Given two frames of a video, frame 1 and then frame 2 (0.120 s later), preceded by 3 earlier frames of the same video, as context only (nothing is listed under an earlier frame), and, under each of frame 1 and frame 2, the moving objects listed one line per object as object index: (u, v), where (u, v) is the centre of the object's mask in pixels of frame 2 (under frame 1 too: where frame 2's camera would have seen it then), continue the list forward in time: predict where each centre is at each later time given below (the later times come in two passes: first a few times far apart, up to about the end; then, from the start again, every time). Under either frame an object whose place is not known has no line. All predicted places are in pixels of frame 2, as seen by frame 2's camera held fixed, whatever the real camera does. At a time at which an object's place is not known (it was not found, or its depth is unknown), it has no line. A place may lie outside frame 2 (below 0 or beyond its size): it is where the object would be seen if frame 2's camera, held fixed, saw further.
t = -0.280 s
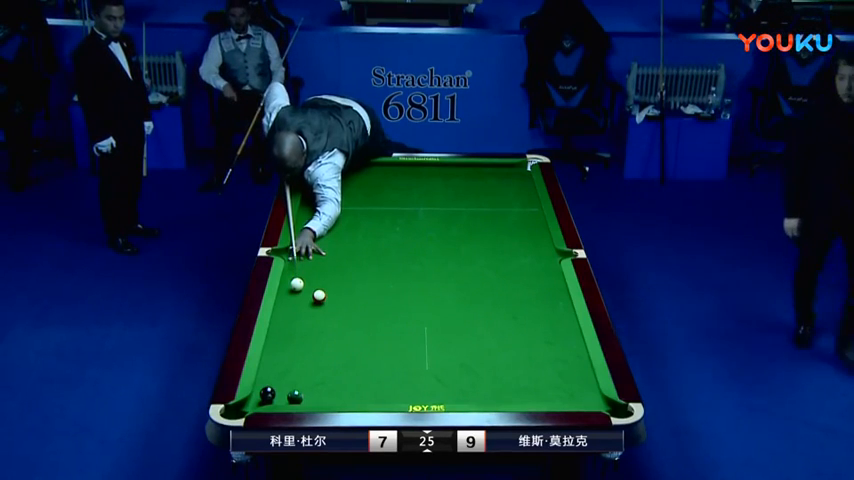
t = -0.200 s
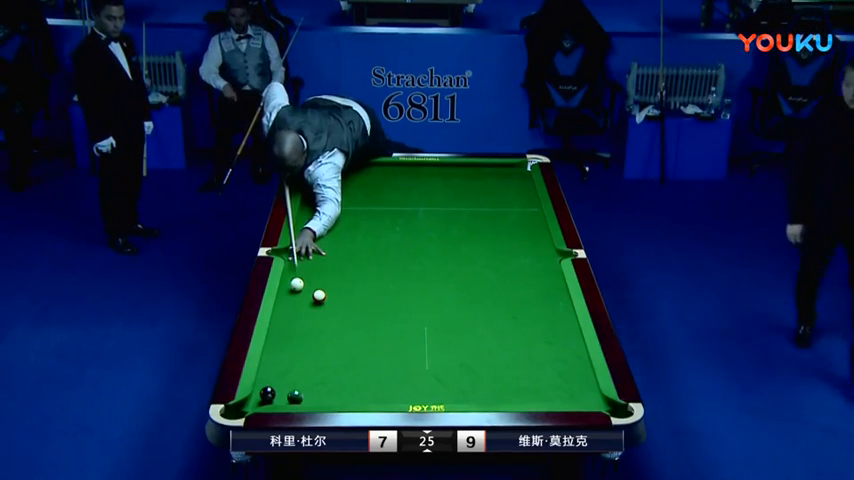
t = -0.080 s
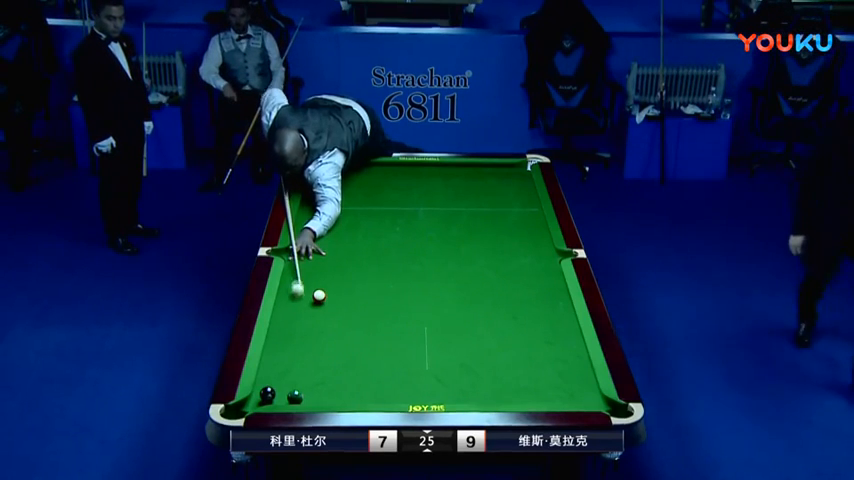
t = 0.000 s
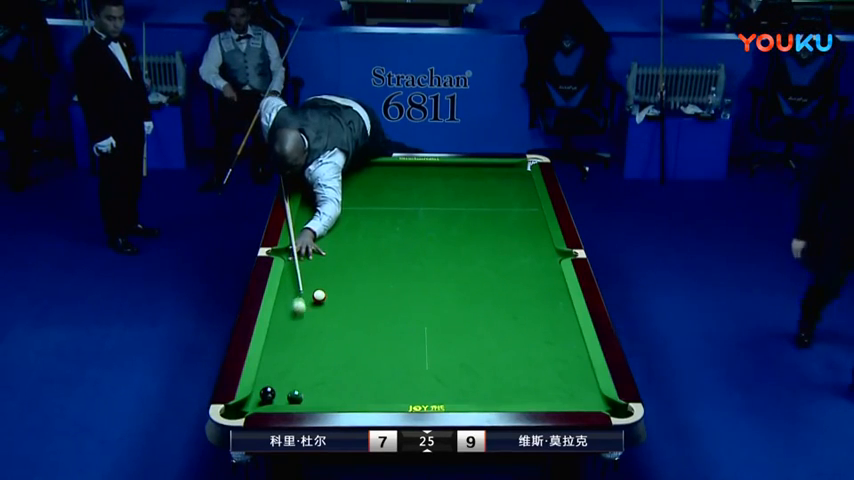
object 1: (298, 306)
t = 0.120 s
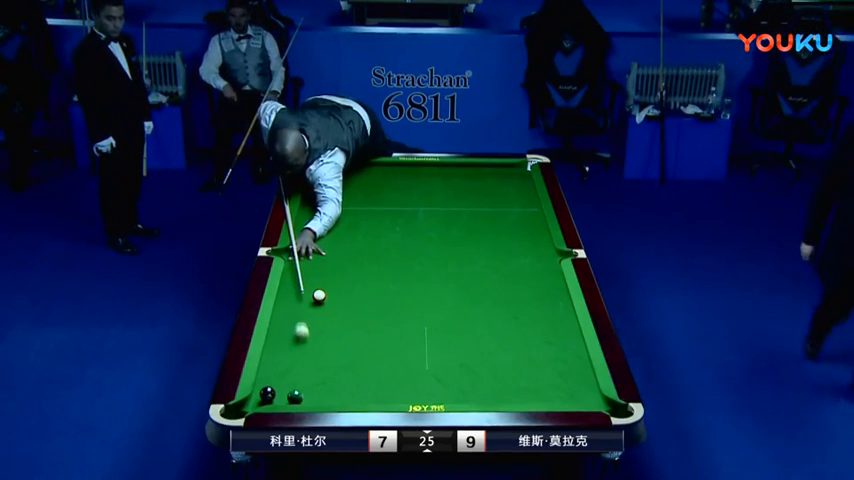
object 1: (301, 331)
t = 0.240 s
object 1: (305, 355)
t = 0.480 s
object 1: (324, 397)
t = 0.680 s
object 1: (368, 372)
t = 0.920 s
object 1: (413, 348)
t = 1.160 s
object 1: (454, 326)
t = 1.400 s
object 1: (492, 307)
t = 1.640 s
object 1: (526, 289)
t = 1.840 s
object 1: (552, 276)
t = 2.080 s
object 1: (534, 261)
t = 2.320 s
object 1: (510, 248)
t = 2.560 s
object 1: (488, 236)
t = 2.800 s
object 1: (468, 225)
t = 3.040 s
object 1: (450, 215)
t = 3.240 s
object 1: (435, 207)
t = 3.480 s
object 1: (419, 198)
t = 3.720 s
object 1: (404, 190)
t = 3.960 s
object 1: (390, 182)
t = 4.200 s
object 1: (377, 175)
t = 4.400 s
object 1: (367, 169)
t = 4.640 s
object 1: (356, 163)
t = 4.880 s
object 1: (346, 167)
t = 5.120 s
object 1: (336, 170)
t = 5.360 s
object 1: (326, 173)
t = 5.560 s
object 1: (319, 176)
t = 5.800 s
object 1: (311, 179)
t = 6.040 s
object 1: (314, 181)
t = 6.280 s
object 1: (317, 183)
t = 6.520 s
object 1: (321, 184)
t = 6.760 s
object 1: (323, 186)
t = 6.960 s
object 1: (325, 187)
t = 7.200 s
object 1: (328, 188)
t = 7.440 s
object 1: (329, 189)
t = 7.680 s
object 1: (330, 190)
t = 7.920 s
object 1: (331, 191)
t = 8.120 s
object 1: (331, 191)
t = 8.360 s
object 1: (331, 191)
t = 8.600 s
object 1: (331, 191)
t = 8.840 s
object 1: (331, 191)
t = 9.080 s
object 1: (331, 191)
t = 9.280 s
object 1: (331, 191)
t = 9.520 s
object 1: (331, 191)
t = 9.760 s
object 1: (331, 191)
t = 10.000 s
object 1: (331, 191)
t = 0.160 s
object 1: (303, 339)
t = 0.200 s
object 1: (304, 347)
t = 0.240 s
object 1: (305, 355)
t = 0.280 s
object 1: (306, 364)
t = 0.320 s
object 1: (307, 373)
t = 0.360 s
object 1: (308, 382)
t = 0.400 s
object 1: (310, 390)
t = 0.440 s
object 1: (315, 397)
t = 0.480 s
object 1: (324, 397)
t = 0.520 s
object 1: (334, 392)
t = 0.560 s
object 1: (343, 387)
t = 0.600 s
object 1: (351, 382)
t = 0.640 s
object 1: (359, 377)
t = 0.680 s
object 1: (368, 372)
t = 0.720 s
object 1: (376, 368)
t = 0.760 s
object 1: (383, 364)
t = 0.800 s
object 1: (391, 360)
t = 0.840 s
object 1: (399, 356)
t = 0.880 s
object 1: (406, 352)
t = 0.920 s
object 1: (413, 348)
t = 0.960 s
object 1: (420, 345)
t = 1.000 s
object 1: (427, 341)
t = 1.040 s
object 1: (434, 337)
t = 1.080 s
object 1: (441, 333)
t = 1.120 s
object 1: (448, 330)
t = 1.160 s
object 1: (454, 326)
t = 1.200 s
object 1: (461, 323)
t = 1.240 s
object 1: (467, 320)
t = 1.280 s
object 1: (474, 316)
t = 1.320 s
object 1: (480, 313)
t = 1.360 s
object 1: (486, 310)
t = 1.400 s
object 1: (492, 307)
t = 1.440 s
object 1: (498, 304)
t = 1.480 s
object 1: (504, 301)
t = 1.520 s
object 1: (509, 298)
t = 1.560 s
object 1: (515, 295)
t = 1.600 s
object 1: (521, 292)
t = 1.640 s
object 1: (526, 289)
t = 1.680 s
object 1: (531, 286)
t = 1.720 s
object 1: (537, 283)
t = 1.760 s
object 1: (542, 281)
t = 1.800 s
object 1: (547, 278)
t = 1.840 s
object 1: (552, 276)
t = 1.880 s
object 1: (555, 273)
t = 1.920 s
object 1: (551, 270)
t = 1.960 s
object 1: (546, 268)
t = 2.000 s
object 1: (542, 266)
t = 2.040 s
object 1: (538, 263)
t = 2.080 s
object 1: (534, 261)
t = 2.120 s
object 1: (530, 259)
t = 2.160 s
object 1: (526, 257)
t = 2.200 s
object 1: (522, 255)
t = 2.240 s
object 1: (518, 252)
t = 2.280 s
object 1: (514, 250)
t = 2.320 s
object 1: (510, 248)
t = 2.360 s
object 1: (506, 246)
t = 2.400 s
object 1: (503, 244)
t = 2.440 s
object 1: (499, 242)
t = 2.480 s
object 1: (495, 240)
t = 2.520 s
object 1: (492, 238)
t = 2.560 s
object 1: (488, 236)
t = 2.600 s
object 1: (485, 234)
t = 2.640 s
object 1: (481, 232)
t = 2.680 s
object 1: (478, 231)
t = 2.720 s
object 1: (475, 229)
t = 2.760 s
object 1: (471, 227)
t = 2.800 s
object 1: (468, 225)
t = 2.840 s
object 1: (465, 224)
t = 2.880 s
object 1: (462, 222)
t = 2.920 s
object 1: (459, 220)
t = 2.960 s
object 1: (456, 218)
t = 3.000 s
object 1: (453, 217)
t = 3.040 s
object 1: (450, 215)
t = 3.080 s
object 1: (447, 213)
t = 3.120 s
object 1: (444, 212)
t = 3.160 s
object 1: (441, 210)
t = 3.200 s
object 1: (438, 209)
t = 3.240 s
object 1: (435, 207)
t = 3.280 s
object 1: (432, 206)
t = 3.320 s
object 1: (429, 204)
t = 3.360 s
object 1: (427, 202)
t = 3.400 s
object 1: (424, 201)
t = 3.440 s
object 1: (422, 199)
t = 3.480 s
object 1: (419, 198)
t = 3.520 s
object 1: (416, 197)
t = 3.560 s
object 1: (414, 195)
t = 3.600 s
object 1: (411, 194)
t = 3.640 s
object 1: (409, 193)
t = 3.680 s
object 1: (406, 191)
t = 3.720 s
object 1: (404, 190)
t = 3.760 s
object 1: (402, 189)
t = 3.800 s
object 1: (399, 187)
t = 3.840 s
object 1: (397, 186)
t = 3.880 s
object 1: (395, 184)
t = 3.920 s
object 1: (393, 183)
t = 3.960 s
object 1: (390, 182)
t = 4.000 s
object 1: (388, 181)
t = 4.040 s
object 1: (386, 179)
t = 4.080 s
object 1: (384, 178)
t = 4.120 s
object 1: (382, 177)
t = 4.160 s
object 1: (379, 176)
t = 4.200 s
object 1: (377, 175)
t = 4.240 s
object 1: (375, 174)
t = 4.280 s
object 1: (373, 173)
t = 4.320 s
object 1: (371, 171)
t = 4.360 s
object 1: (369, 170)
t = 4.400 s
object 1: (367, 169)
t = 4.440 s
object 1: (365, 168)
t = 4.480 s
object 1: (363, 167)
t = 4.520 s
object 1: (361, 166)
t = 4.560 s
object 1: (359, 165)
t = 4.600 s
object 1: (358, 164)
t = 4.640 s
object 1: (356, 163)
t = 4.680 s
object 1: (354, 164)
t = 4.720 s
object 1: (352, 165)
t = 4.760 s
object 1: (351, 165)
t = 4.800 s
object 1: (349, 166)
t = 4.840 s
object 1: (347, 166)
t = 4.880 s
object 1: (346, 167)
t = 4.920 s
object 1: (344, 167)
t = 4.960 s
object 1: (342, 168)
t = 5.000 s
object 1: (341, 168)
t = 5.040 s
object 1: (339, 169)
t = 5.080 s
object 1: (337, 170)
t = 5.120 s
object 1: (336, 170)
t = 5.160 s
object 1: (334, 171)
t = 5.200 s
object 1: (333, 171)
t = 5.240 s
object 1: (331, 172)
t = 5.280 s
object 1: (330, 172)
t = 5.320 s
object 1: (328, 173)
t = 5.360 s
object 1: (326, 173)
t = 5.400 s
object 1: (325, 174)
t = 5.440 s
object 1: (323, 174)
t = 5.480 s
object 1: (322, 175)
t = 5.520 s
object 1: (321, 175)
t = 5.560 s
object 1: (319, 176)
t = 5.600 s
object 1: (318, 176)
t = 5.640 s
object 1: (316, 177)
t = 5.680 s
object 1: (315, 177)
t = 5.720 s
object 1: (313, 178)
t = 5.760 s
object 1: (312, 178)
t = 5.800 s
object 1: (311, 179)
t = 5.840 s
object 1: (311, 179)
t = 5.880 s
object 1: (312, 179)
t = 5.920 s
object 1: (312, 180)
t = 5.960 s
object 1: (313, 180)
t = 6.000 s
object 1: (313, 180)
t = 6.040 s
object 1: (314, 181)
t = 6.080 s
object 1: (314, 181)
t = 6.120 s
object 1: (315, 181)
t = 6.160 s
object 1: (316, 182)
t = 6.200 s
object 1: (316, 182)
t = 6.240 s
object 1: (317, 183)
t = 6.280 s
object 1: (317, 183)
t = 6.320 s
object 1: (318, 183)
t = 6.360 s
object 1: (319, 184)
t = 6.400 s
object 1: (319, 184)
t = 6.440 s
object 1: (320, 184)
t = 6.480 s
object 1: (320, 184)
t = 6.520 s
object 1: (321, 184)
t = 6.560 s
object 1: (321, 185)
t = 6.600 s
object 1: (322, 185)
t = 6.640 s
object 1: (322, 185)
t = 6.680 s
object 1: (322, 185)
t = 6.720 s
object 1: (323, 186)
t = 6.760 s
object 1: (323, 186)
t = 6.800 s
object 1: (324, 186)
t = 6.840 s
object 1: (324, 187)
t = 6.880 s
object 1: (325, 187)
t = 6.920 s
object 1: (325, 187)
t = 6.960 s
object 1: (325, 187)
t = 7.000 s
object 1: (326, 188)
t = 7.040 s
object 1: (326, 188)
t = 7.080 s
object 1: (326, 188)
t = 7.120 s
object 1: (327, 188)
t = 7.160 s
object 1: (327, 188)
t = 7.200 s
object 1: (328, 188)
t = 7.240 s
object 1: (328, 189)
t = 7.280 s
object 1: (328, 189)
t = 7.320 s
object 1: (328, 189)
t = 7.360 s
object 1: (329, 189)
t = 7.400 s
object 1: (329, 189)
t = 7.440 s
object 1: (329, 189)
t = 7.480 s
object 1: (329, 190)
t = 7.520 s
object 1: (329, 190)
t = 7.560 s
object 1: (330, 190)
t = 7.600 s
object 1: (330, 190)
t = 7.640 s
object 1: (330, 190)
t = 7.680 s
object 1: (330, 190)
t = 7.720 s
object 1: (330, 190)
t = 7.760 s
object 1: (330, 190)
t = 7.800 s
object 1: (330, 190)
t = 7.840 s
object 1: (331, 191)
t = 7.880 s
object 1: (331, 191)
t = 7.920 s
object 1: (331, 191)
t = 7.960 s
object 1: (331, 191)
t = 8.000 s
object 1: (331, 191)
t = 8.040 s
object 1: (331, 191)
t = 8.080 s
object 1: (331, 191)
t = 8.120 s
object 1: (331, 191)
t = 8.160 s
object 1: (331, 191)
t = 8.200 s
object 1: (331, 191)
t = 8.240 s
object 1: (331, 191)
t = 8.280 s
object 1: (331, 191)
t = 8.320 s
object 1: (331, 191)
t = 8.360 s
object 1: (331, 191)
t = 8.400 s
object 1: (331, 191)
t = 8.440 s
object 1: (331, 191)
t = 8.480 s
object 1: (331, 191)
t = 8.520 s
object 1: (331, 191)
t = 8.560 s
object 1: (331, 191)
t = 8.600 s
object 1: (331, 191)
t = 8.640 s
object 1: (331, 191)
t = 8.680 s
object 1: (331, 191)
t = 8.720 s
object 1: (331, 191)
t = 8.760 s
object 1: (331, 191)
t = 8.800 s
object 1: (331, 191)
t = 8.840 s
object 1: (331, 191)
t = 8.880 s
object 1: (331, 191)
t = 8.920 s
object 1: (331, 191)
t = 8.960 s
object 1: (331, 191)
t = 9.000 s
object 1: (331, 191)
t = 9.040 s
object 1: (331, 191)
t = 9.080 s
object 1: (331, 191)
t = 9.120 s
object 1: (331, 191)
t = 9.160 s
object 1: (331, 191)
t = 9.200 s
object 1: (331, 191)
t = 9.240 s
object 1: (331, 191)
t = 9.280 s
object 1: (331, 191)
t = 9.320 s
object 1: (331, 191)
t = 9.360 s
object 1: (331, 191)
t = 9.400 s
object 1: (331, 191)
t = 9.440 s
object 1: (331, 191)
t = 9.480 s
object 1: (331, 191)
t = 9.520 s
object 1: (331, 191)
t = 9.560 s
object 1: (331, 191)
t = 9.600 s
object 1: (331, 191)
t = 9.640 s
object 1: (331, 191)
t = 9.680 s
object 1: (331, 191)
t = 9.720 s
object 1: (331, 191)
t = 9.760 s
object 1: (331, 191)
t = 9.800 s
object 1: (331, 191)
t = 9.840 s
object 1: (331, 191)
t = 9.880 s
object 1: (331, 191)
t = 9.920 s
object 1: (331, 191)
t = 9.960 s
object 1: (331, 191)
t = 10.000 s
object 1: (331, 191)
